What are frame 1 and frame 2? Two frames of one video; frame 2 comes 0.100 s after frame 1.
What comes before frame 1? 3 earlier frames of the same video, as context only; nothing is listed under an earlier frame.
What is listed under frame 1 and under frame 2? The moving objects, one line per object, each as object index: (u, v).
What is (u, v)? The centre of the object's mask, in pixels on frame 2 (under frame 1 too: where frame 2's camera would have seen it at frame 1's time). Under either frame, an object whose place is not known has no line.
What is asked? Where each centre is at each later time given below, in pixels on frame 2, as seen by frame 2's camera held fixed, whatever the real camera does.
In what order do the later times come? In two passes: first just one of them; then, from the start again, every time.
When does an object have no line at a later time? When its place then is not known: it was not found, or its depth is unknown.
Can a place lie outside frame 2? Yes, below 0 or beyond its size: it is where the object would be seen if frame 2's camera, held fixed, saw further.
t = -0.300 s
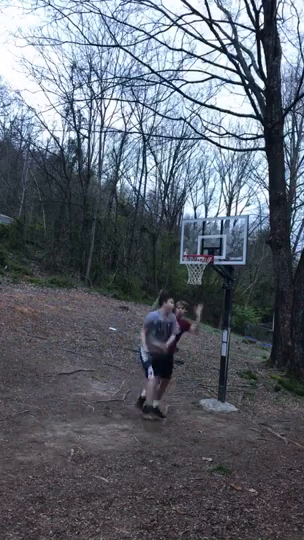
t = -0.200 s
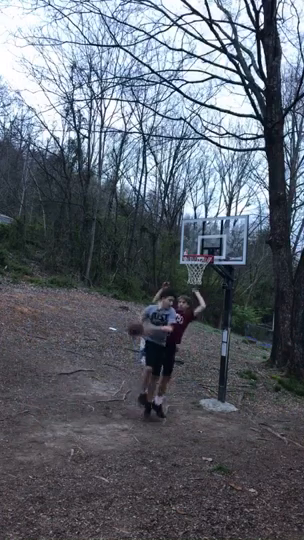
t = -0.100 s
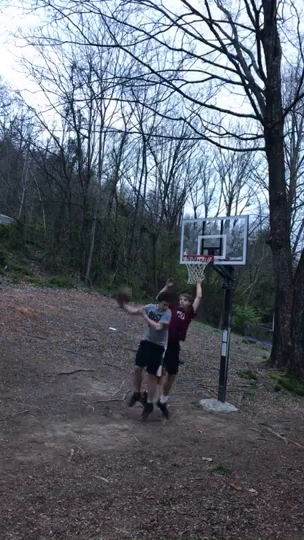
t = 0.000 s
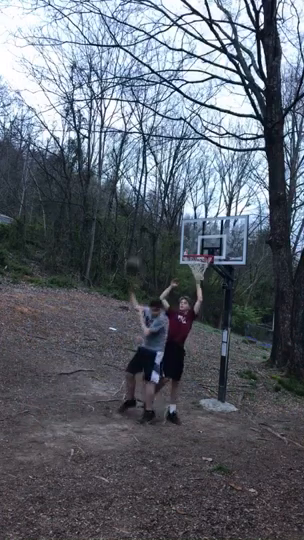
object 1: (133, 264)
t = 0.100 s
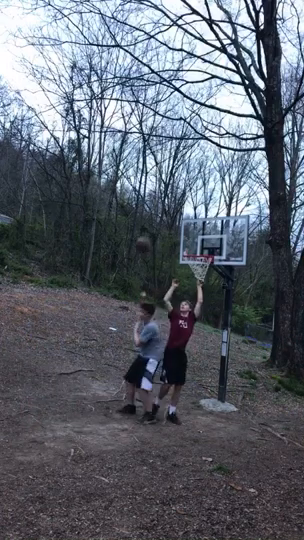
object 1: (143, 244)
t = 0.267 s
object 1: (157, 226)
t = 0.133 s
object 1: (145, 239)
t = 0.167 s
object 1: (149, 235)
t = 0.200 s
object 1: (152, 231)
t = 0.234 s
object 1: (154, 228)
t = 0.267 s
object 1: (157, 226)
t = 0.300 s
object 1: (159, 225)
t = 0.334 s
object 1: (161, 224)
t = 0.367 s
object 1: (164, 223)
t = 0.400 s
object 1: (165, 224)
